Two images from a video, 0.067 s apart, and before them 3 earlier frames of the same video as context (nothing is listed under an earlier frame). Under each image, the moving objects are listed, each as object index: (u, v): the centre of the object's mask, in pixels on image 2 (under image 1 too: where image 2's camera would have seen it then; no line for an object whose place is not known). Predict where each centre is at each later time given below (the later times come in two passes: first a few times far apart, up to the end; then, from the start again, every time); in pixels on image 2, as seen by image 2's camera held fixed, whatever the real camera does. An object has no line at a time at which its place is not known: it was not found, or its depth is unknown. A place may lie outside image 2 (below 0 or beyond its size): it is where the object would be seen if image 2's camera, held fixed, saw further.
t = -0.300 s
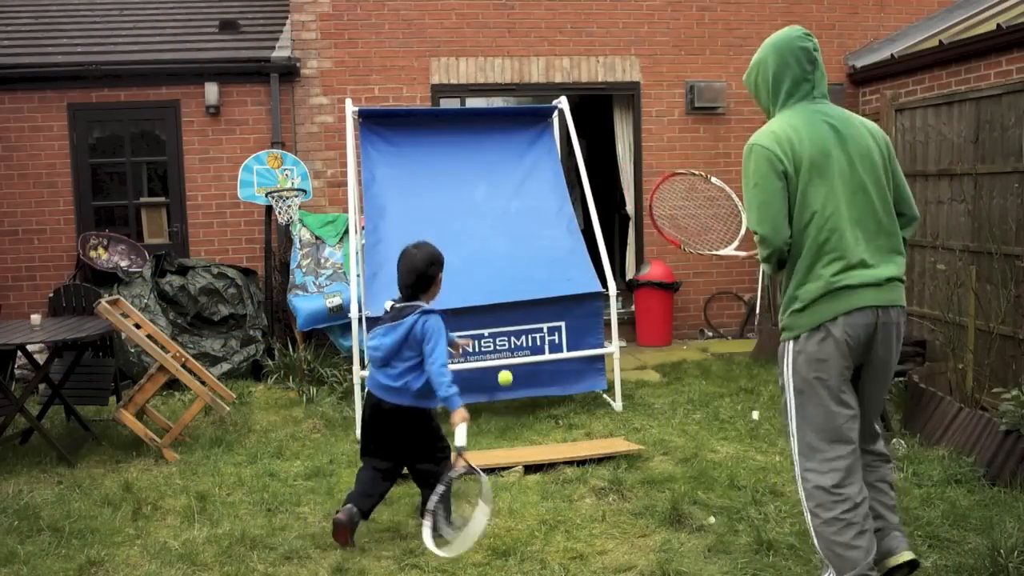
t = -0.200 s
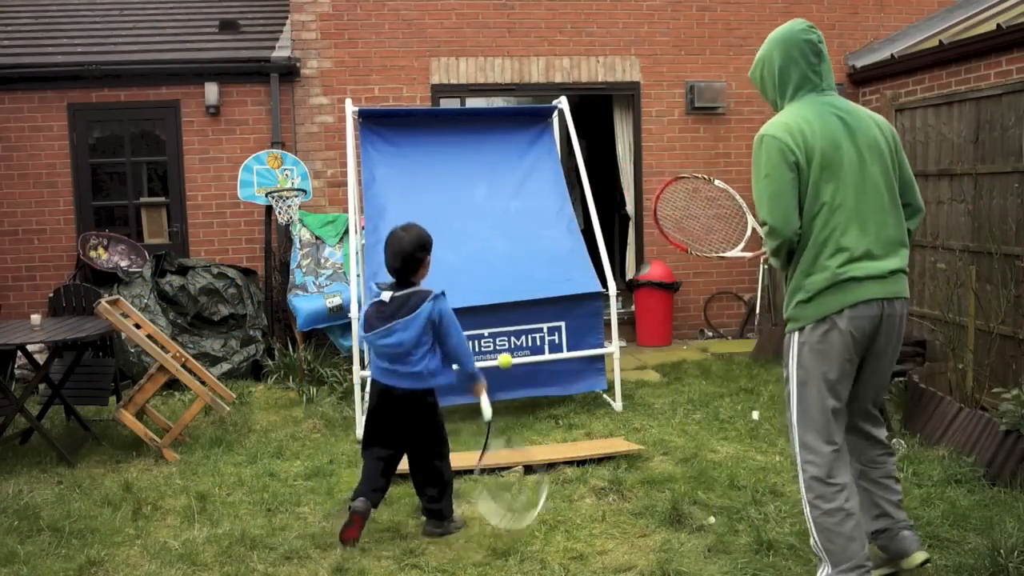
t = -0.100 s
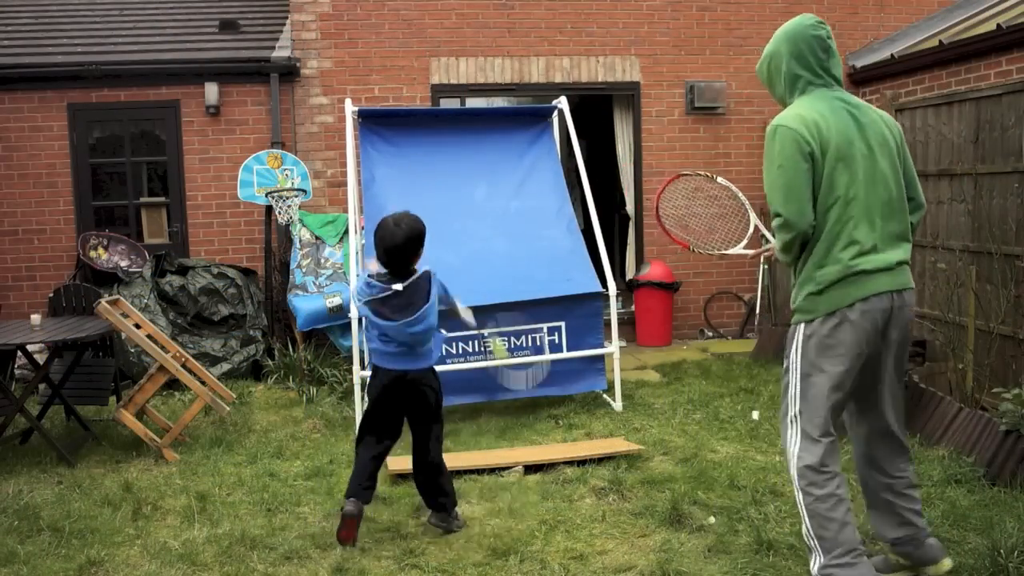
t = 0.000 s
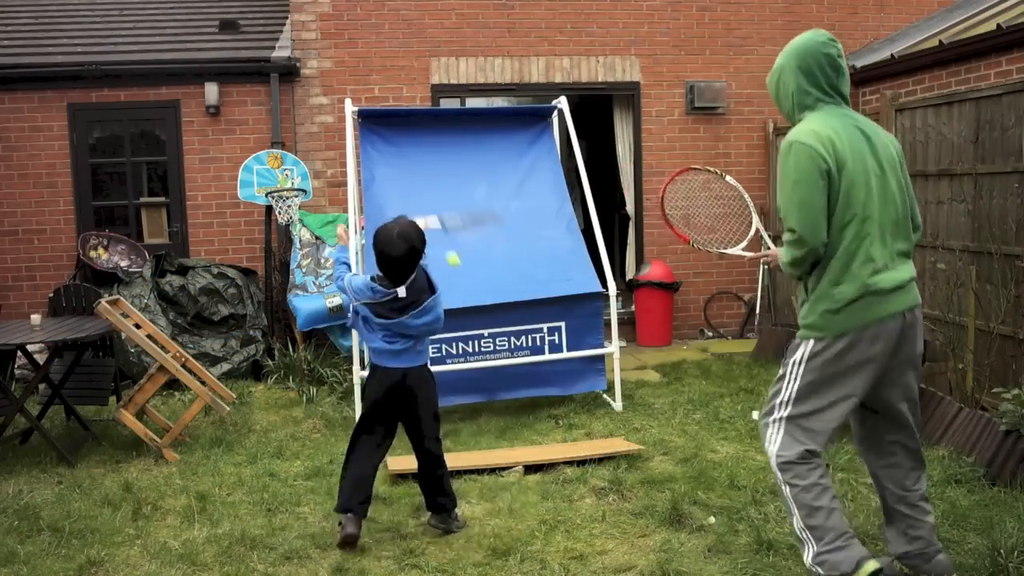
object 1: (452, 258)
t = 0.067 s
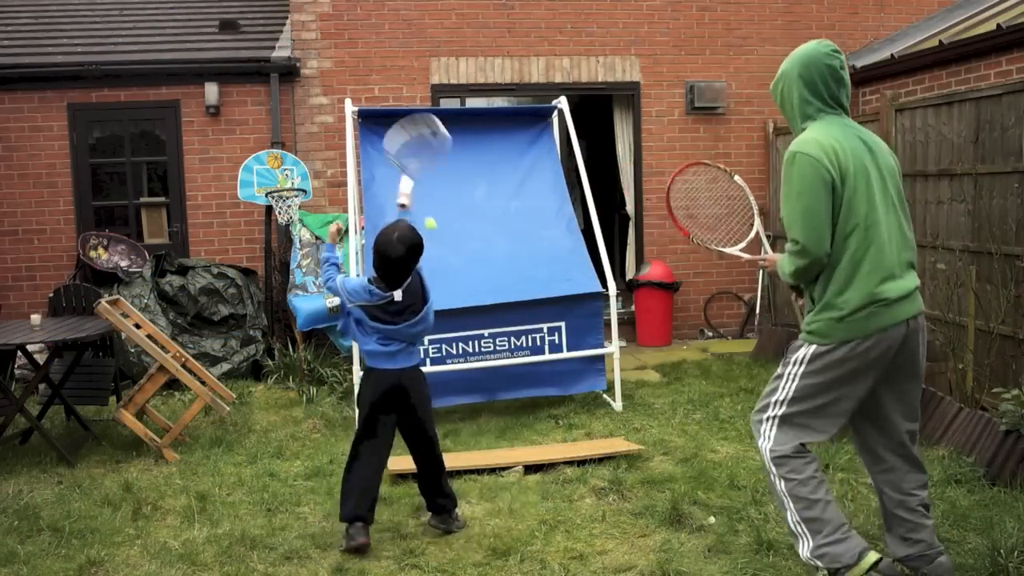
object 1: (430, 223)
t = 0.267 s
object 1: (401, 126)
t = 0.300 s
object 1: (400, 116)
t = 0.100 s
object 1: (421, 211)
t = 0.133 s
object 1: (414, 198)
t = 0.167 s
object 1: (411, 178)
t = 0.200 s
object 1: (407, 159)
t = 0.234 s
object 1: (404, 142)
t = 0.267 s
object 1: (401, 126)
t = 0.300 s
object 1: (400, 116)
